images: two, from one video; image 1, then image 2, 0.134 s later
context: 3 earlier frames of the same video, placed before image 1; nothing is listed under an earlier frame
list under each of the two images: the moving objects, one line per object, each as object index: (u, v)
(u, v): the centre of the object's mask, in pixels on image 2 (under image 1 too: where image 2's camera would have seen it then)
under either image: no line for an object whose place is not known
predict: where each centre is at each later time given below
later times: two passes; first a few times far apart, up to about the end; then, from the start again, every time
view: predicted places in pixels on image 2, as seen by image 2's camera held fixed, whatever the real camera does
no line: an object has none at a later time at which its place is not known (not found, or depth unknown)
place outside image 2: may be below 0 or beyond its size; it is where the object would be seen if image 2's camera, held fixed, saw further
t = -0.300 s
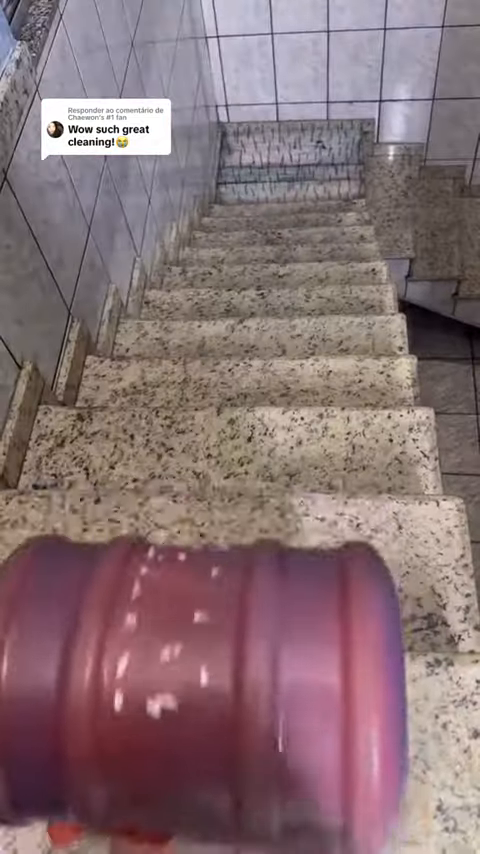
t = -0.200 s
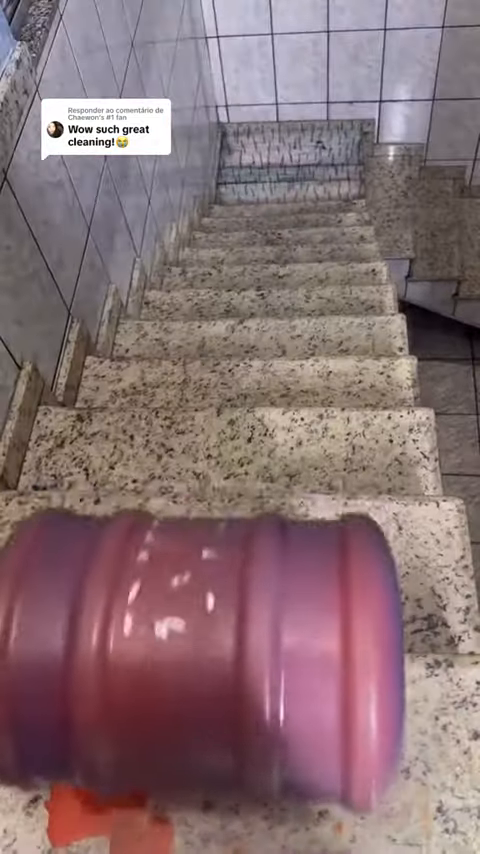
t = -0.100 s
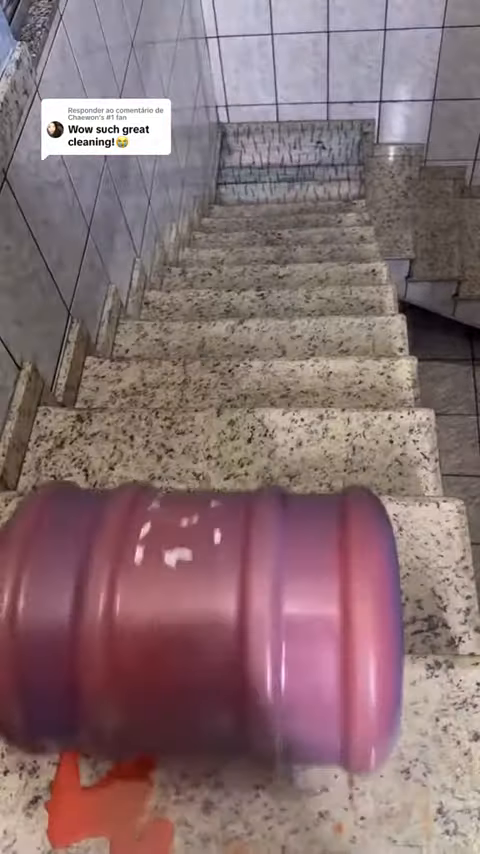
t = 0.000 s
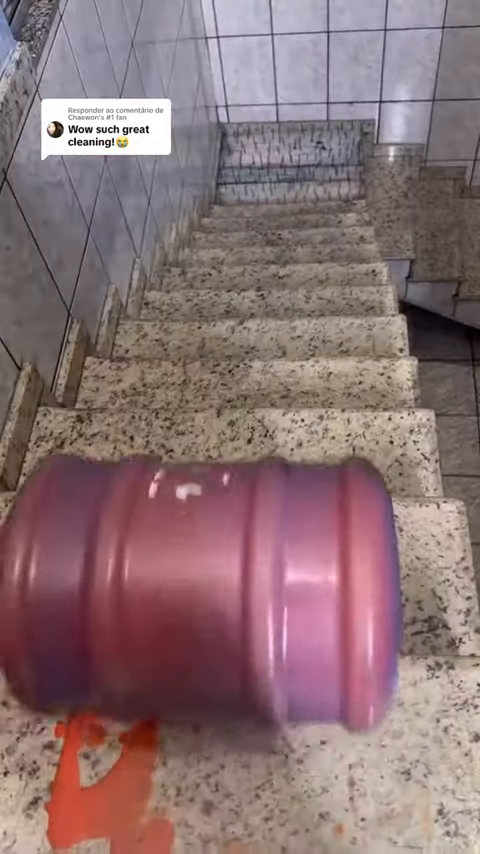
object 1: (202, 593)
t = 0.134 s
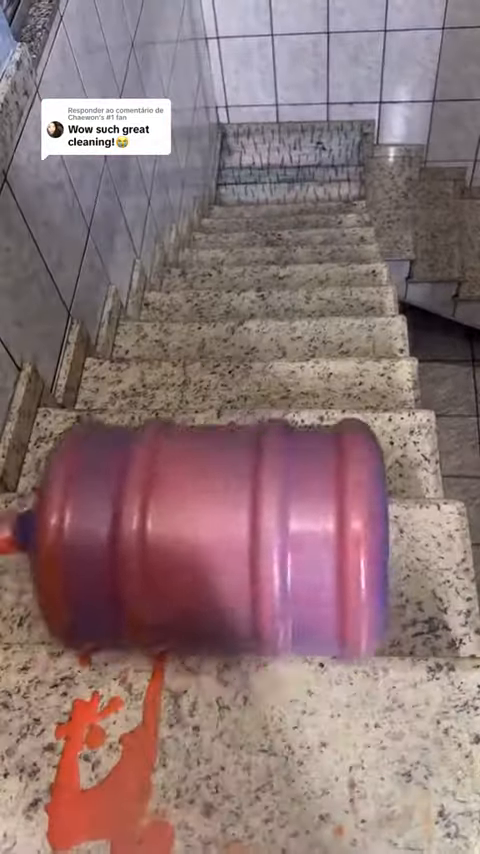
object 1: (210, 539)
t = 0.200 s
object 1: (220, 531)
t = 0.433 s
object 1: (241, 437)
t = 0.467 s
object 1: (245, 429)
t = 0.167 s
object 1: (215, 536)
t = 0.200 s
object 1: (220, 531)
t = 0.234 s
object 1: (223, 527)
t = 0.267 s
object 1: (224, 506)
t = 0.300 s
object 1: (226, 486)
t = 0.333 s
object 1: (228, 467)
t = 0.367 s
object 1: (232, 455)
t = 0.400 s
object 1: (236, 448)
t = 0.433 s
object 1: (241, 437)
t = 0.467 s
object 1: (245, 429)
